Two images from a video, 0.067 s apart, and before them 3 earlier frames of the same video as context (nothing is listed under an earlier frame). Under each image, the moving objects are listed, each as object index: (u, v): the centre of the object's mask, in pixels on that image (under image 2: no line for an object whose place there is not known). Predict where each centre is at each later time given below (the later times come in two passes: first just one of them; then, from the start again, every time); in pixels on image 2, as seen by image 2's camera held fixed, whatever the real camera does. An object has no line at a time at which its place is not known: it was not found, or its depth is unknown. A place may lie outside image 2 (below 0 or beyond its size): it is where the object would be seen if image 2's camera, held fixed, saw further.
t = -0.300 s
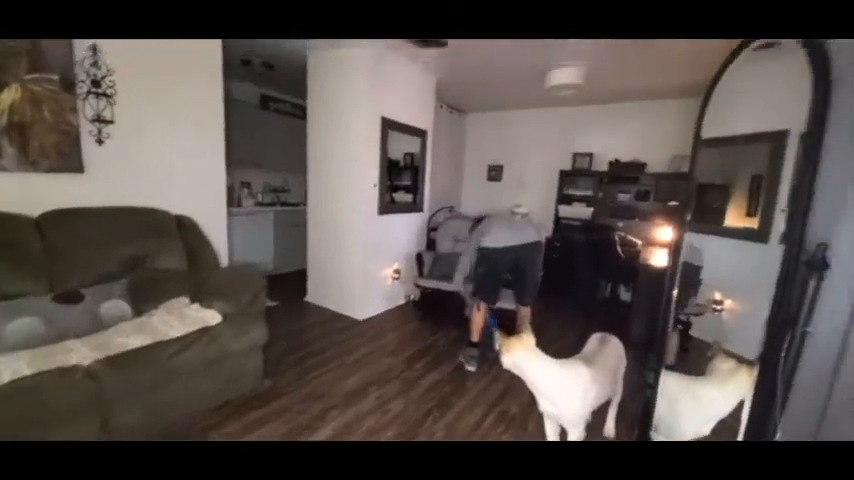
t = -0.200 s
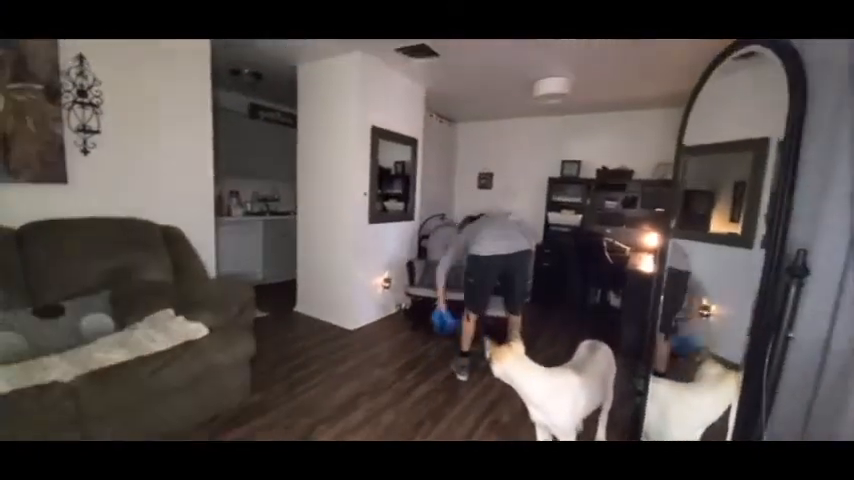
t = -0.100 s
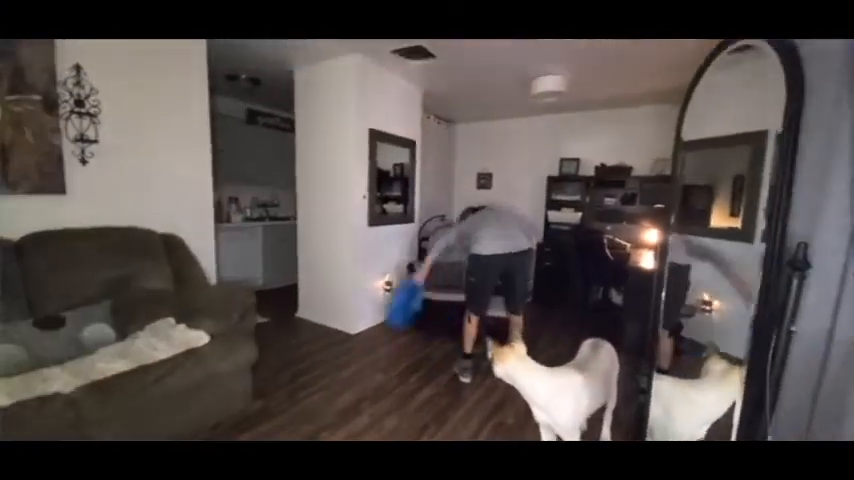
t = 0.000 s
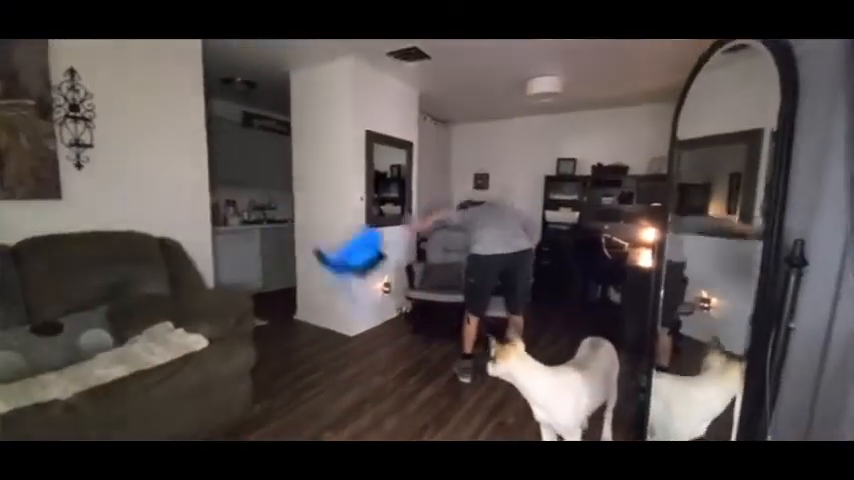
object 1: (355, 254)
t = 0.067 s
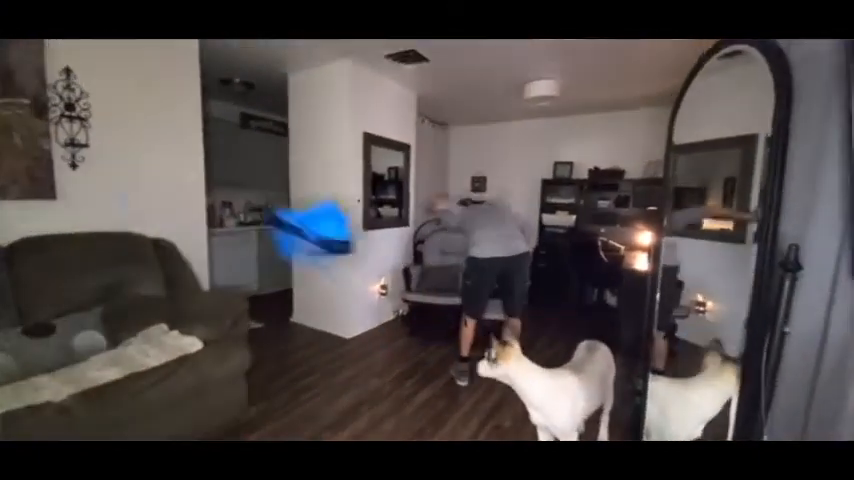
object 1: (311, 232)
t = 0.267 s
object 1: (86, 192)
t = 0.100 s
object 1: (287, 221)
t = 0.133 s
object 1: (260, 210)
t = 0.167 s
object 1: (227, 200)
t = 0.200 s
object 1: (186, 191)
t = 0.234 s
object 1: (136, 188)
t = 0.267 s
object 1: (86, 192)
